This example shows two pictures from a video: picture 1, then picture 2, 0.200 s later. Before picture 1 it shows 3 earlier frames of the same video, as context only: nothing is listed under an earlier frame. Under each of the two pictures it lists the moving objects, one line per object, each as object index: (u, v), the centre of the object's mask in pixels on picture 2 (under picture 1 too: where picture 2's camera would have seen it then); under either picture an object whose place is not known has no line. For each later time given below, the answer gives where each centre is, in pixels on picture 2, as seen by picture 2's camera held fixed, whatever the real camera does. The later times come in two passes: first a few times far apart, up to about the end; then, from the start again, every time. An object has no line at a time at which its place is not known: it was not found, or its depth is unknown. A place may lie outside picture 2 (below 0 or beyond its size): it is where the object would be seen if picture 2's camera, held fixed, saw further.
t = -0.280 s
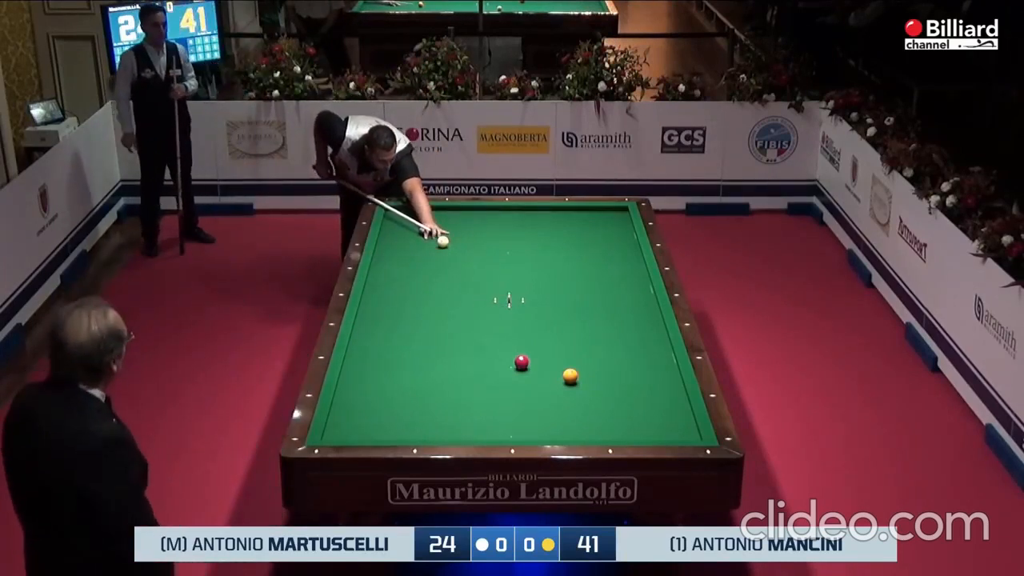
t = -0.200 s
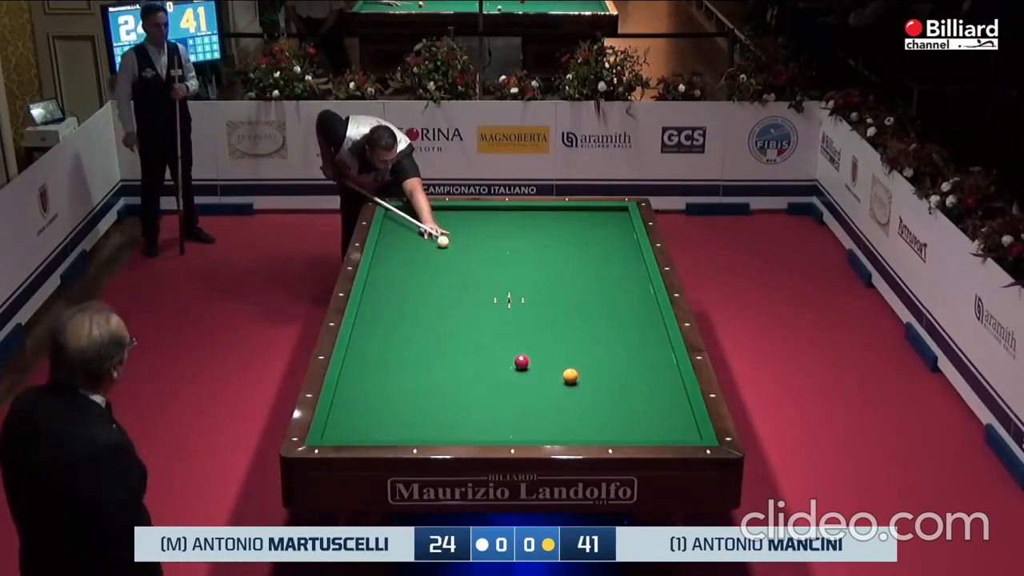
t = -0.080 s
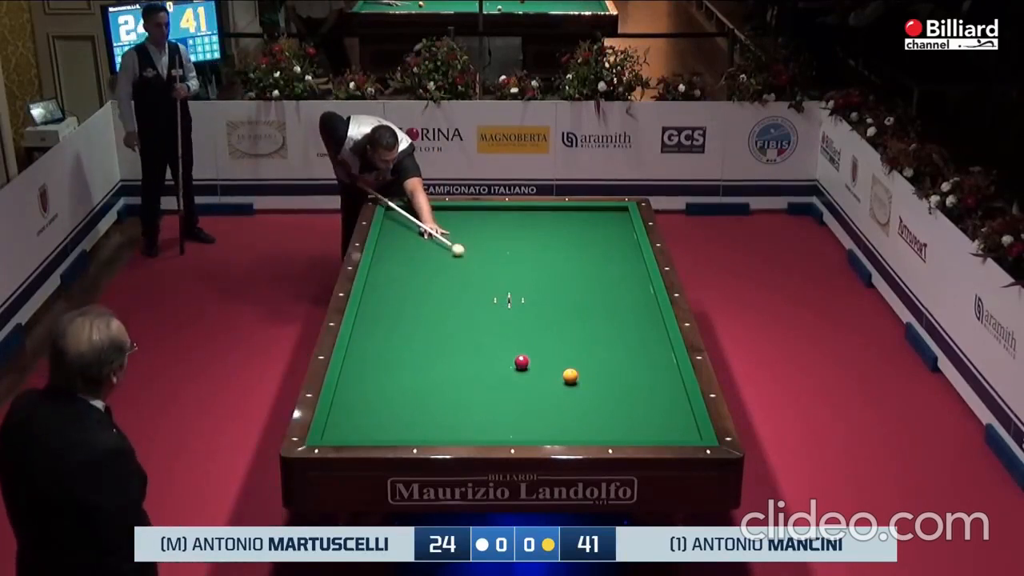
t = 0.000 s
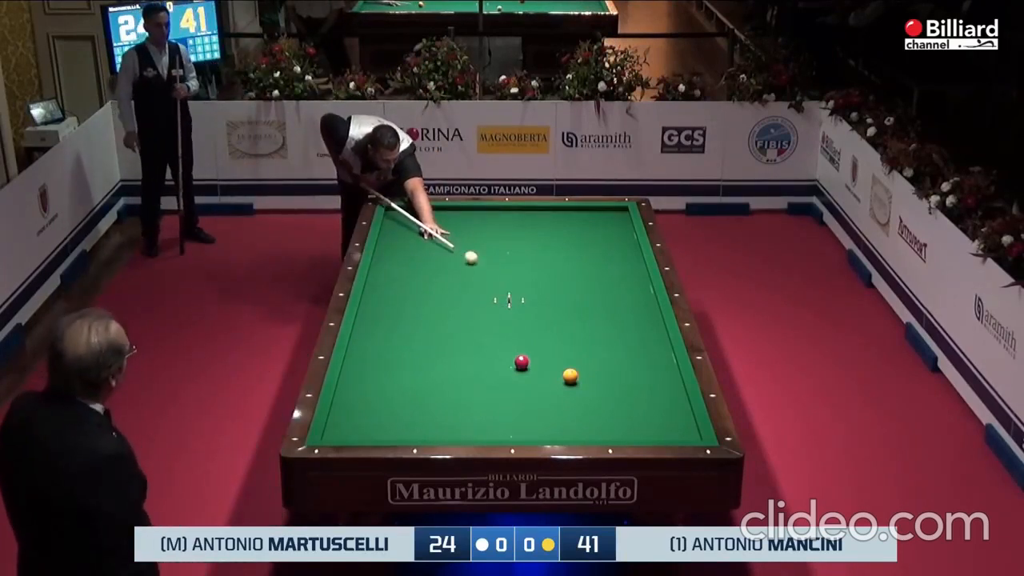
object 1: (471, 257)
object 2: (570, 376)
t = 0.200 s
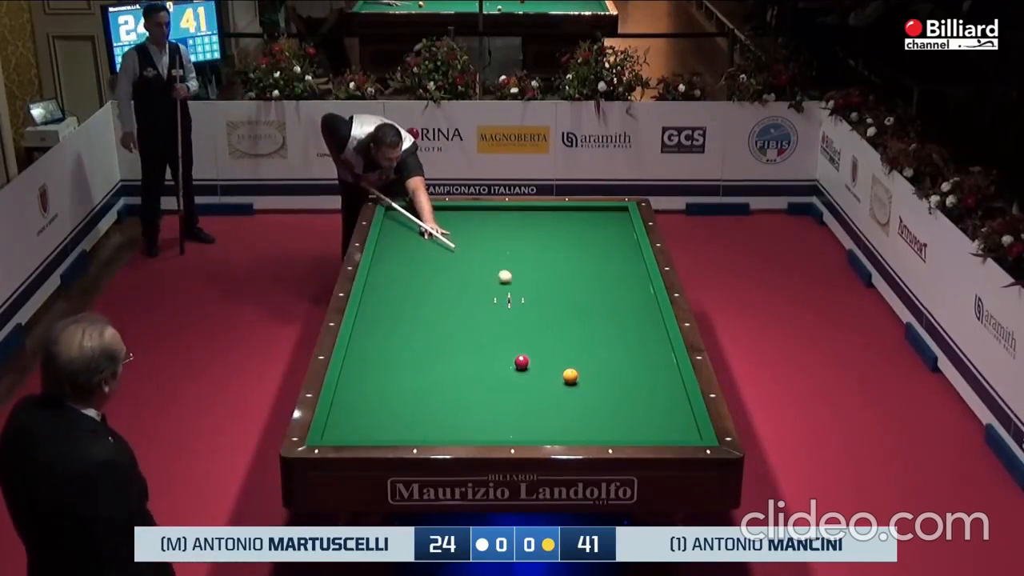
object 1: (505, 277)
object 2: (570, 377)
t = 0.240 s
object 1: (512, 280)
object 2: (570, 376)
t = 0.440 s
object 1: (549, 302)
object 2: (570, 376)
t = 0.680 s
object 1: (598, 330)
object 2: (570, 376)
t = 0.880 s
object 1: (642, 355)
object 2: (570, 376)
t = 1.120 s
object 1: (660, 384)
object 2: (570, 376)
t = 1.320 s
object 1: (643, 407)
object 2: (570, 377)
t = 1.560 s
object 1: (625, 434)
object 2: (570, 377)
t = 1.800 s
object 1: (607, 421)
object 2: (570, 376)
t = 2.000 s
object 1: (593, 408)
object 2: (570, 376)
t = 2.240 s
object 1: (578, 393)
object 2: (570, 376)
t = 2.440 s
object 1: (565, 383)
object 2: (571, 373)
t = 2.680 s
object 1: (550, 379)
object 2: (571, 367)
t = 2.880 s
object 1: (538, 375)
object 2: (572, 361)
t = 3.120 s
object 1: (524, 371)
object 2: (573, 354)
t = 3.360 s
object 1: (511, 367)
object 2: (573, 348)
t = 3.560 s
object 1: (501, 364)
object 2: (574, 343)
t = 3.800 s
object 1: (489, 360)
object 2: (574, 337)
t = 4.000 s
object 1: (480, 358)
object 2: (575, 332)
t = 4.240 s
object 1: (469, 354)
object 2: (575, 327)
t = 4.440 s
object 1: (460, 352)
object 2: (576, 323)
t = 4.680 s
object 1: (451, 350)
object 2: (576, 319)
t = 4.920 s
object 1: (442, 347)
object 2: (577, 315)
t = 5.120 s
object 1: (435, 345)
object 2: (577, 312)
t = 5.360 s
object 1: (427, 343)
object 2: (577, 308)
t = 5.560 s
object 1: (421, 341)
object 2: (578, 306)
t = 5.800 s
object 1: (414, 339)
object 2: (578, 302)
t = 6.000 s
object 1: (409, 337)
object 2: (579, 300)
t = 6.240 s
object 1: (403, 336)
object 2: (579, 298)
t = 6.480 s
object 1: (398, 334)
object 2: (579, 295)
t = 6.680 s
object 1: (394, 334)
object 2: (579, 293)
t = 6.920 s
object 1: (389, 332)
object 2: (580, 291)
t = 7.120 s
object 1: (386, 331)
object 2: (580, 290)
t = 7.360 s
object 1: (383, 330)
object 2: (581, 288)
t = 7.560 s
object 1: (381, 330)
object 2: (581, 287)
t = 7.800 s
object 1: (378, 329)
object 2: (581, 286)
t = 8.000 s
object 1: (376, 329)
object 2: (581, 285)
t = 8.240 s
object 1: (375, 328)
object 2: (582, 284)
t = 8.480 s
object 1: (374, 328)
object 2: (582, 283)
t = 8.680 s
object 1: (373, 328)
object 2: (582, 283)
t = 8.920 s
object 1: (373, 328)
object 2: (582, 283)
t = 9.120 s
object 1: (373, 328)
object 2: (582, 282)
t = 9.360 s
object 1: (373, 328)
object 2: (582, 282)
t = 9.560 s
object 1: (373, 328)
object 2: (582, 282)
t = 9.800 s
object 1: (373, 328)
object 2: (582, 282)
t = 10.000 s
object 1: (373, 327)
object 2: (582, 282)
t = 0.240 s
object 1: (512, 280)
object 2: (570, 376)
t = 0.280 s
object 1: (519, 285)
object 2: (570, 376)
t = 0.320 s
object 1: (526, 289)
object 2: (570, 376)
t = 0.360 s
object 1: (534, 293)
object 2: (570, 376)
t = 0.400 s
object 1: (541, 297)
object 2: (570, 376)
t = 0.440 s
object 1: (549, 302)
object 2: (570, 376)
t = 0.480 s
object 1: (557, 306)
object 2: (570, 376)
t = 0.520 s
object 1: (565, 311)
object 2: (570, 376)
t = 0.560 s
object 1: (573, 315)
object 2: (570, 376)
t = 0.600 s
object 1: (581, 320)
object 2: (570, 376)
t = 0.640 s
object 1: (589, 325)
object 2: (570, 376)
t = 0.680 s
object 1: (598, 330)
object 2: (570, 376)
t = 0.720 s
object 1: (606, 335)
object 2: (570, 377)
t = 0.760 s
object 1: (615, 339)
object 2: (570, 376)
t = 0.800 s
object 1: (624, 344)
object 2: (570, 376)
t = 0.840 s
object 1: (633, 349)
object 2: (570, 376)
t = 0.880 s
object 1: (642, 355)
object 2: (570, 376)
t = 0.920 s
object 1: (651, 360)
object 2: (570, 376)
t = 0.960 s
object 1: (661, 365)
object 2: (570, 377)
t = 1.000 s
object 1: (670, 371)
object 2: (570, 377)
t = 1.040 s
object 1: (671, 376)
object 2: (570, 376)
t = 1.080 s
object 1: (665, 380)
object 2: (570, 376)
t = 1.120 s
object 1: (660, 384)
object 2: (570, 376)
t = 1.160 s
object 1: (656, 388)
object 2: (570, 376)
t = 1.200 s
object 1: (653, 393)
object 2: (570, 376)
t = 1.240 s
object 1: (649, 397)
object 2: (570, 376)
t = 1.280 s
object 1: (646, 402)
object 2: (570, 376)
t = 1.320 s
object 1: (643, 407)
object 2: (570, 377)
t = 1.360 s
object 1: (641, 412)
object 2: (570, 376)
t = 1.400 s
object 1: (637, 417)
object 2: (570, 377)
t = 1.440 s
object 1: (634, 421)
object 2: (570, 376)
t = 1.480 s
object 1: (631, 426)
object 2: (570, 377)
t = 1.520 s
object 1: (628, 431)
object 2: (570, 376)
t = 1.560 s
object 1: (625, 434)
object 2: (570, 377)
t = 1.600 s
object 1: (621, 435)
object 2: (570, 377)
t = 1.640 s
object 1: (619, 432)
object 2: (570, 376)
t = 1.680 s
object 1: (616, 429)
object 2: (570, 376)
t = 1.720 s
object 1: (613, 427)
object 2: (570, 376)
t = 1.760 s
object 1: (610, 424)
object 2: (570, 376)
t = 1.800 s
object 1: (607, 421)
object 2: (570, 376)
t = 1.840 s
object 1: (604, 418)
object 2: (570, 377)
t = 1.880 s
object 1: (602, 415)
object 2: (570, 376)
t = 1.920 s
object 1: (599, 413)
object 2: (570, 376)
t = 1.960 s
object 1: (596, 410)
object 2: (570, 376)
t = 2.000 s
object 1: (593, 408)
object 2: (570, 376)
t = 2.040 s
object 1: (591, 405)
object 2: (570, 376)
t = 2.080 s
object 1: (588, 402)
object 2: (570, 376)
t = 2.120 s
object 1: (586, 400)
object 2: (570, 377)
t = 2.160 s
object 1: (583, 398)
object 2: (570, 376)
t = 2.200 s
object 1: (580, 395)
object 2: (570, 376)
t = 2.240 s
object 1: (578, 393)
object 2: (570, 376)
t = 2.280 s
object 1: (575, 391)
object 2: (570, 376)
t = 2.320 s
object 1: (573, 388)
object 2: (570, 374)
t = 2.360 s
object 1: (570, 386)
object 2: (570, 373)
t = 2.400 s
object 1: (568, 384)
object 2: (571, 373)
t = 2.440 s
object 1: (565, 383)
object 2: (571, 373)
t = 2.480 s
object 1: (563, 382)
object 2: (572, 372)
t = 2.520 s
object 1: (560, 382)
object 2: (571, 372)
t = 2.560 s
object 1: (558, 380)
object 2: (571, 371)
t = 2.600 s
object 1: (555, 380)
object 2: (571, 370)
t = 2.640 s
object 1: (553, 379)
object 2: (571, 368)
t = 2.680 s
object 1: (550, 379)
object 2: (571, 367)
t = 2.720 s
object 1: (548, 378)
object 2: (571, 366)
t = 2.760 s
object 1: (545, 377)
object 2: (571, 365)
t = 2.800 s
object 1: (543, 376)
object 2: (572, 363)
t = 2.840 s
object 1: (541, 375)
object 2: (572, 362)
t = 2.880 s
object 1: (538, 375)
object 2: (572, 361)
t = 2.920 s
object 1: (536, 374)
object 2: (572, 360)
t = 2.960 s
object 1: (534, 374)
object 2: (572, 359)
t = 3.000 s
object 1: (531, 373)
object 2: (572, 358)
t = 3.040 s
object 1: (529, 372)
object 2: (573, 356)
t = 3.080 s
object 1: (527, 372)
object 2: (572, 355)
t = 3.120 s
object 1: (524, 371)
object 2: (573, 354)
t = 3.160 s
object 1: (522, 370)
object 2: (573, 353)
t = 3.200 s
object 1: (520, 370)
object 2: (573, 352)
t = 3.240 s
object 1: (517, 369)
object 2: (573, 351)
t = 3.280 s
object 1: (515, 368)
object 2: (573, 350)
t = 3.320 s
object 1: (513, 368)
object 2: (573, 349)
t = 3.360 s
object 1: (511, 367)
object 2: (573, 348)
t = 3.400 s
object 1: (509, 366)
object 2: (573, 347)
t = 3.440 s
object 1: (507, 365)
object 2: (574, 345)
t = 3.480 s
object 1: (505, 365)
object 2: (574, 345)
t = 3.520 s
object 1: (503, 364)
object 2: (574, 343)
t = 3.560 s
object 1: (501, 364)
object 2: (574, 343)
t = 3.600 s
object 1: (499, 363)
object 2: (574, 342)
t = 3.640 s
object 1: (497, 363)
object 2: (574, 341)
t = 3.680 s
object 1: (495, 362)
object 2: (574, 340)
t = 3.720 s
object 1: (493, 362)
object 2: (574, 339)
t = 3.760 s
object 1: (491, 361)
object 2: (574, 338)
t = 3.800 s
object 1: (489, 360)
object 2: (574, 337)
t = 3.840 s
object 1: (487, 360)
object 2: (574, 336)
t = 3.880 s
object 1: (485, 359)
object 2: (574, 335)
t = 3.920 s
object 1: (483, 359)
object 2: (574, 334)
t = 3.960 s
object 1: (481, 358)
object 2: (575, 333)
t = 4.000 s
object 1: (480, 358)
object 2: (575, 332)
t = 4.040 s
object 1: (478, 357)
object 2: (575, 331)
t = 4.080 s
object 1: (476, 357)
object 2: (575, 331)
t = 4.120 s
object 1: (474, 356)
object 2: (575, 330)
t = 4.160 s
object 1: (472, 356)
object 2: (575, 329)
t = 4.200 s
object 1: (471, 355)
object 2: (575, 328)
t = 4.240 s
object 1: (469, 354)
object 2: (575, 327)
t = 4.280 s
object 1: (467, 354)
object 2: (575, 327)
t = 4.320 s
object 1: (465, 354)
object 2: (575, 326)
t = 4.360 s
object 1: (464, 353)
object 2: (576, 325)
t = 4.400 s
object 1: (462, 353)
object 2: (576, 324)
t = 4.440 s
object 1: (460, 352)
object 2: (576, 323)
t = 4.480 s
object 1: (459, 352)
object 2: (576, 323)
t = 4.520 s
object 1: (457, 352)
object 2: (576, 322)
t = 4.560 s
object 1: (456, 351)
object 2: (576, 321)
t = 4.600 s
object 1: (454, 350)
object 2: (576, 321)
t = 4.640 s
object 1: (453, 350)
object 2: (576, 320)
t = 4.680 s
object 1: (451, 350)
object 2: (576, 319)
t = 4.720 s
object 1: (450, 349)
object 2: (576, 318)
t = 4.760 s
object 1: (448, 349)
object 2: (576, 318)
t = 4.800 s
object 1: (446, 348)
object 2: (576, 317)
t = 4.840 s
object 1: (445, 348)
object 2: (576, 316)
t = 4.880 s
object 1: (443, 347)
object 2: (577, 316)
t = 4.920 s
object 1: (442, 347)
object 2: (577, 315)
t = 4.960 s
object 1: (441, 347)
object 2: (577, 315)
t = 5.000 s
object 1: (439, 346)
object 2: (577, 314)
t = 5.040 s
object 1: (438, 346)
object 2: (577, 313)
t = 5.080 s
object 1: (436, 345)
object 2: (577, 313)
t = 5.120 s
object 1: (435, 345)
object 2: (577, 312)
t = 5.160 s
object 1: (434, 345)
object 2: (577, 311)
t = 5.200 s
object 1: (432, 344)
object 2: (577, 311)
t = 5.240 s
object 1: (431, 344)
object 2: (577, 310)
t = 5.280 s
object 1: (430, 343)
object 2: (577, 310)
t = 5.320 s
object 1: (428, 343)
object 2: (577, 309)
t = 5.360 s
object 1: (427, 343)
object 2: (577, 308)
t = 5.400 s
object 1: (426, 342)
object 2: (578, 308)
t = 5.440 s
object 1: (425, 342)
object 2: (578, 307)
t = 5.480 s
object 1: (423, 342)
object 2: (578, 307)
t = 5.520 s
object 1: (422, 341)
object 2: (578, 306)
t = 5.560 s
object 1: (421, 341)
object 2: (578, 306)
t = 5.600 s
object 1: (420, 341)
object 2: (578, 305)
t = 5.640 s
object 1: (419, 340)
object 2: (578, 305)
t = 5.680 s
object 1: (418, 340)
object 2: (578, 304)
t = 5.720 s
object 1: (417, 340)
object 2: (578, 304)
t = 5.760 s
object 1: (415, 340)
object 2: (578, 303)
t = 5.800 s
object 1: (414, 339)
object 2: (578, 302)
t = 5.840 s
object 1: (413, 339)
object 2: (579, 302)
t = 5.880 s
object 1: (412, 338)
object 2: (578, 302)
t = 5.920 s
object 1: (411, 338)
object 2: (579, 301)
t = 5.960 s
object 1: (410, 338)
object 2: (579, 301)
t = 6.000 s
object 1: (409, 337)
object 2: (579, 300)
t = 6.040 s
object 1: (408, 337)
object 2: (579, 300)
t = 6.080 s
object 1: (407, 337)
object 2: (579, 299)
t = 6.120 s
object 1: (406, 337)
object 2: (579, 299)
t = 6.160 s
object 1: (405, 336)
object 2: (579, 298)
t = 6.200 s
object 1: (404, 336)
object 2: (579, 298)
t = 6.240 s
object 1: (403, 336)
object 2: (579, 298)
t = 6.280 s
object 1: (402, 336)
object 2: (579, 297)
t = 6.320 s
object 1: (402, 335)
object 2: (579, 297)
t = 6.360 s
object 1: (401, 335)
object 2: (579, 296)
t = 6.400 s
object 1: (400, 335)
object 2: (579, 296)
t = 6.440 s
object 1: (399, 335)
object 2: (579, 296)
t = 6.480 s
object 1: (398, 334)
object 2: (579, 295)
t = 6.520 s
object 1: (397, 334)
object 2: (579, 295)
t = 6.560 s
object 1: (396, 334)
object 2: (579, 294)
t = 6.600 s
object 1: (395, 334)
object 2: (579, 294)
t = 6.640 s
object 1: (395, 334)
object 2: (579, 294)
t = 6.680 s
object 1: (394, 334)
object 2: (579, 293)
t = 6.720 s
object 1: (393, 333)
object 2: (579, 293)
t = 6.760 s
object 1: (392, 333)
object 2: (580, 293)
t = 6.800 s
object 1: (392, 333)
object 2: (580, 292)
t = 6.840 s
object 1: (391, 333)
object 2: (580, 292)
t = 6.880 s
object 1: (390, 332)
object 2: (580, 292)
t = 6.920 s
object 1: (389, 332)
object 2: (580, 291)
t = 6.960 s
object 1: (389, 332)
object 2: (580, 291)
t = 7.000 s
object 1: (388, 332)
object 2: (580, 291)
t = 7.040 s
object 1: (387, 332)
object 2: (580, 290)
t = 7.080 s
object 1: (387, 332)
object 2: (580, 290)
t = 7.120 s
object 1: (386, 331)
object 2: (580, 290)
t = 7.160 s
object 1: (386, 331)
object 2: (580, 290)
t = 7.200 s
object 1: (385, 331)
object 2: (580, 289)
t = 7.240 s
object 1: (385, 331)
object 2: (580, 289)
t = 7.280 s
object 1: (384, 331)
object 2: (581, 289)
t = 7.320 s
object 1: (384, 331)
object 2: (581, 288)
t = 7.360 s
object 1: (383, 330)
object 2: (581, 288)
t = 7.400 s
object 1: (382, 330)
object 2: (581, 288)
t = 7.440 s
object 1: (382, 330)
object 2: (581, 288)
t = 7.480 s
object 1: (382, 330)
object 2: (581, 287)
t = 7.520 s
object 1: (381, 330)
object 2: (581, 287)
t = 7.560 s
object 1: (381, 330)
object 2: (581, 287)
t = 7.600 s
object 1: (380, 330)
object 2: (581, 287)
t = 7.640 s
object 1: (380, 330)
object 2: (581, 286)
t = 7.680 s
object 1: (379, 330)
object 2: (581, 286)
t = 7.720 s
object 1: (379, 329)
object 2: (581, 286)
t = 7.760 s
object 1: (379, 329)
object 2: (581, 286)
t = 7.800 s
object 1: (378, 329)
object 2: (581, 286)
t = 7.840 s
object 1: (378, 329)
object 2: (581, 286)
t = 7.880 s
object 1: (378, 329)
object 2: (581, 285)
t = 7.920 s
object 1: (377, 329)
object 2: (581, 285)
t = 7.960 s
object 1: (377, 329)
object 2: (582, 285)
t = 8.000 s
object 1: (376, 329)
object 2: (581, 285)
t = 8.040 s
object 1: (376, 329)
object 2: (582, 285)
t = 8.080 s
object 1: (376, 329)
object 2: (582, 285)
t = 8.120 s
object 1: (376, 329)
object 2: (582, 284)
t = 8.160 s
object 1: (375, 328)
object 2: (582, 284)
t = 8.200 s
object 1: (375, 328)
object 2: (582, 284)
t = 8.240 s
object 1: (375, 328)
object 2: (582, 284)
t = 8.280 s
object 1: (375, 328)
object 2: (582, 284)
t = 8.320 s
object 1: (374, 328)
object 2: (582, 284)
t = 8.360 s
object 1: (374, 328)
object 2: (582, 284)
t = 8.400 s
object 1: (374, 328)
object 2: (582, 284)
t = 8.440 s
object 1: (374, 328)
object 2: (582, 283)
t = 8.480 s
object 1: (374, 328)
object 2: (582, 283)
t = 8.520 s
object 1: (373, 328)
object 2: (582, 283)
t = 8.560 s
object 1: (373, 328)
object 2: (582, 283)
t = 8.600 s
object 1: (373, 328)
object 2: (582, 283)
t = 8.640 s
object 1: (373, 328)
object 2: (582, 283)
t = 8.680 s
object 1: (373, 328)
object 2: (582, 283)
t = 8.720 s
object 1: (373, 328)
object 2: (582, 283)
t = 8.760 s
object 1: (373, 328)
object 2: (582, 283)
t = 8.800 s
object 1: (373, 328)
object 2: (582, 283)
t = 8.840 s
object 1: (373, 328)
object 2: (582, 283)
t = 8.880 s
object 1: (373, 328)
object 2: (582, 283)
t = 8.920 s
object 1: (373, 328)
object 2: (582, 283)
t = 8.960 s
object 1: (373, 328)
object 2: (582, 283)
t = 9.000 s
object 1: (373, 328)
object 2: (582, 283)
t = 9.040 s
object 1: (373, 328)
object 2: (582, 282)
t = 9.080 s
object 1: (373, 328)
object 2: (582, 282)
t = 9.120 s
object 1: (373, 328)
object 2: (582, 282)
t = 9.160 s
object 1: (373, 328)
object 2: (582, 282)
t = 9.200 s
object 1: (373, 328)
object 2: (582, 282)
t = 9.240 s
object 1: (373, 328)
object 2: (582, 282)
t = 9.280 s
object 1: (373, 328)
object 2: (582, 282)
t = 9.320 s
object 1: (373, 328)
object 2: (582, 282)
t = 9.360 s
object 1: (373, 328)
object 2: (582, 282)
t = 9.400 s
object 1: (373, 328)
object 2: (582, 282)
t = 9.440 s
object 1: (373, 328)
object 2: (582, 282)
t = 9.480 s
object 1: (373, 327)
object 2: (582, 282)
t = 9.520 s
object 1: (373, 328)
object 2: (582, 282)
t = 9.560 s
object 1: (373, 328)
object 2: (582, 282)
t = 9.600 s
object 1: (373, 328)
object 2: (582, 282)
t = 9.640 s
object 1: (373, 327)
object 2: (582, 282)
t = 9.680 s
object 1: (373, 328)
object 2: (582, 282)
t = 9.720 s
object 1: (373, 327)
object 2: (582, 282)
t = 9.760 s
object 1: (373, 327)
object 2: (582, 282)
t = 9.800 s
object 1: (373, 328)
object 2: (582, 282)
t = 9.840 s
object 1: (373, 327)
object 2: (582, 282)
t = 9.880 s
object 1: (373, 327)
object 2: (582, 282)
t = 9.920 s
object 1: (373, 327)
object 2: (582, 282)
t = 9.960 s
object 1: (373, 328)
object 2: (582, 282)
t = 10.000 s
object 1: (373, 327)
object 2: (582, 282)
